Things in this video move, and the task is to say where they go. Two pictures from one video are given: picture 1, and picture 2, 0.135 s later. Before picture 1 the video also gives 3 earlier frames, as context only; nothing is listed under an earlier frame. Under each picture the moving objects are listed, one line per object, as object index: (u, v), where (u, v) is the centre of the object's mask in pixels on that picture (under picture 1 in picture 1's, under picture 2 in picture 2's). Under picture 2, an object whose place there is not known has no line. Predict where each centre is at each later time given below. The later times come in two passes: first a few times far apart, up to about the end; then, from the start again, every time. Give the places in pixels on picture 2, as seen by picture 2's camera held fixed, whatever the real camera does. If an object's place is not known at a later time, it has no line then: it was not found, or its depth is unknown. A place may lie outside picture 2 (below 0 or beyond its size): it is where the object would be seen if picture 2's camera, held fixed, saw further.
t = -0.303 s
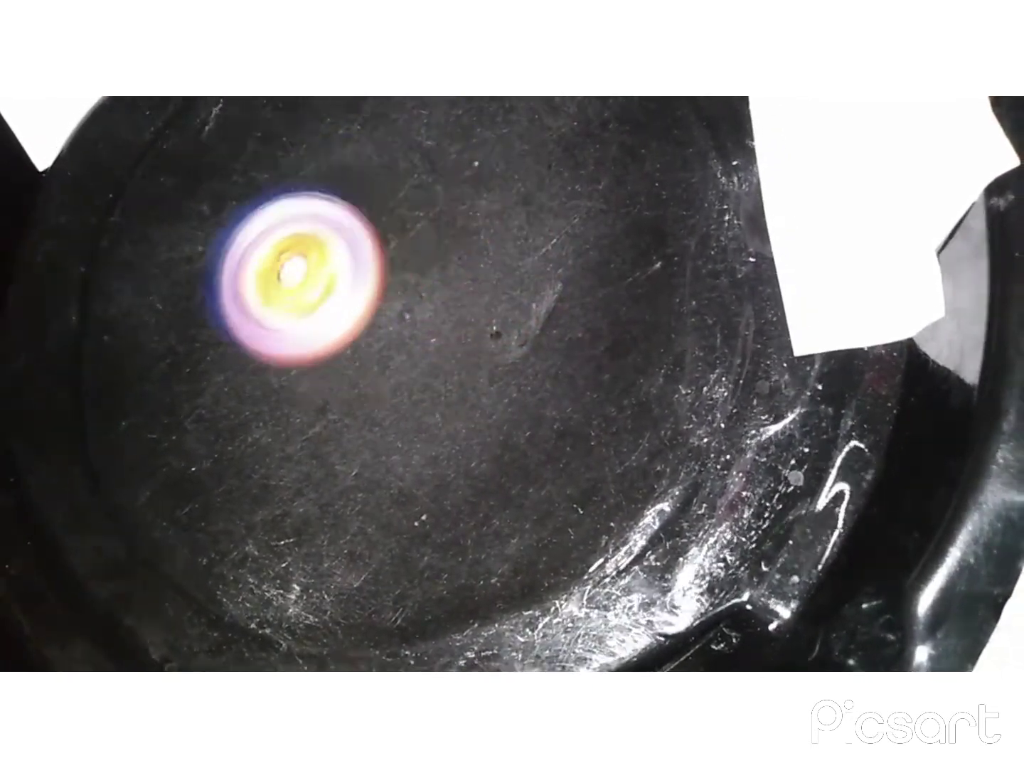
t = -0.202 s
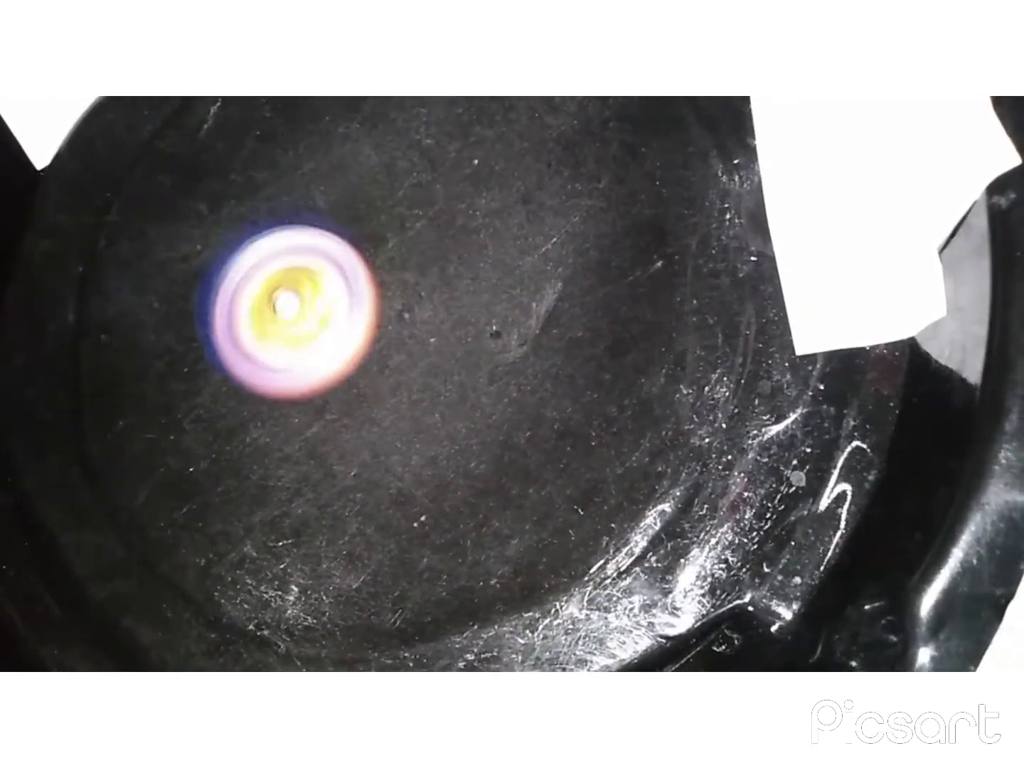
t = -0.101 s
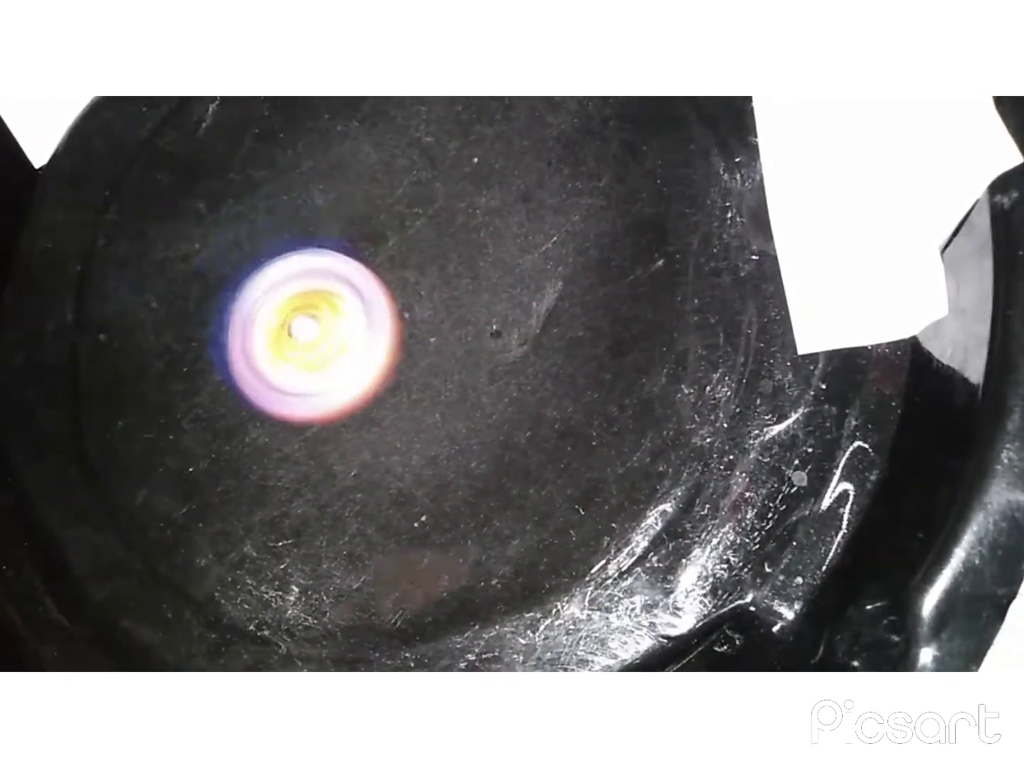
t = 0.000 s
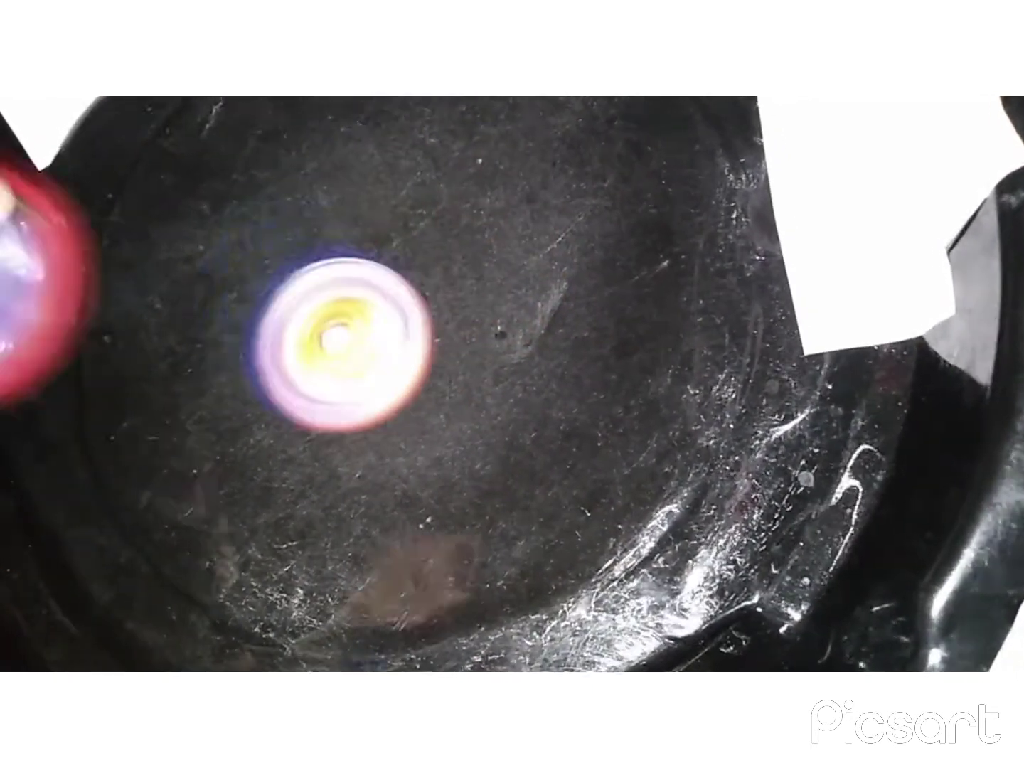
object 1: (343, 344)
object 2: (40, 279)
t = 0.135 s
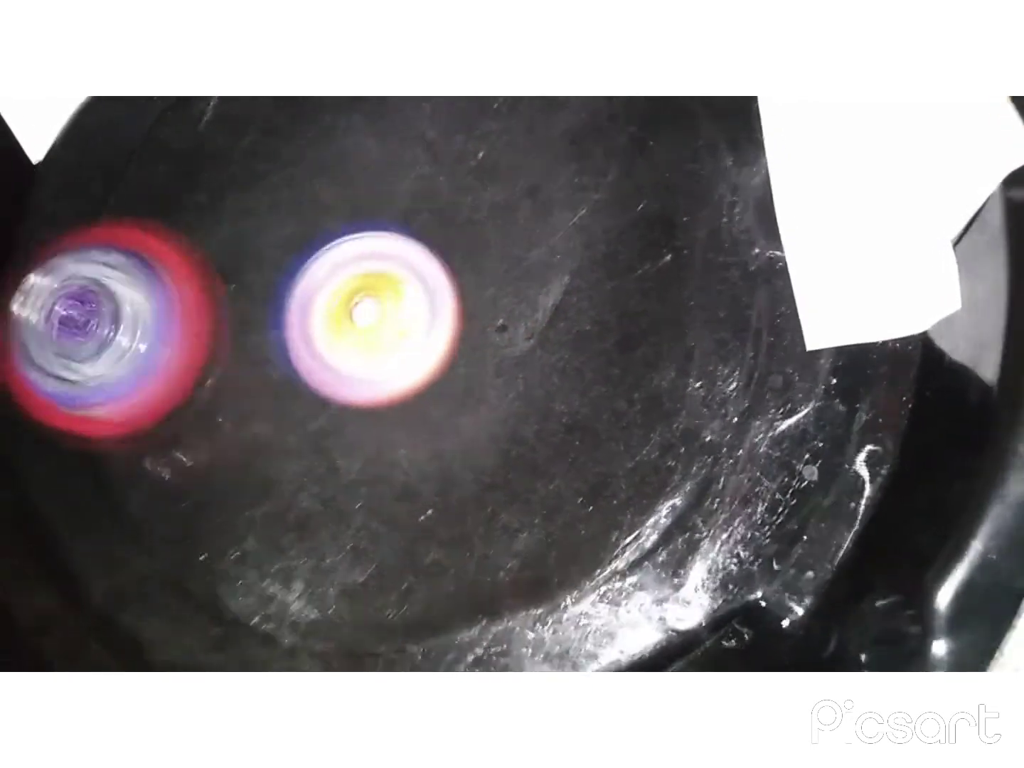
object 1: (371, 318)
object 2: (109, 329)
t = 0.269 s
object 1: (429, 284)
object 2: (261, 386)
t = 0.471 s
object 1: (652, 151)
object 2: (336, 304)
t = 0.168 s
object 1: (377, 311)
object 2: (138, 346)
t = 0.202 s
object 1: (388, 299)
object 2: (193, 363)
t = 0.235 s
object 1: (401, 290)
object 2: (226, 375)
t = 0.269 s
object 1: (429, 284)
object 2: (261, 386)
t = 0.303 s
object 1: (463, 274)
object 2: (289, 385)
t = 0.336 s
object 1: (489, 262)
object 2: (322, 377)
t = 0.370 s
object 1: (506, 246)
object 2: (352, 359)
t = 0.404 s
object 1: (551, 214)
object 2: (359, 338)
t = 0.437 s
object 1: (609, 177)
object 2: (342, 325)
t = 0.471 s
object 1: (652, 151)
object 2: (336, 304)
